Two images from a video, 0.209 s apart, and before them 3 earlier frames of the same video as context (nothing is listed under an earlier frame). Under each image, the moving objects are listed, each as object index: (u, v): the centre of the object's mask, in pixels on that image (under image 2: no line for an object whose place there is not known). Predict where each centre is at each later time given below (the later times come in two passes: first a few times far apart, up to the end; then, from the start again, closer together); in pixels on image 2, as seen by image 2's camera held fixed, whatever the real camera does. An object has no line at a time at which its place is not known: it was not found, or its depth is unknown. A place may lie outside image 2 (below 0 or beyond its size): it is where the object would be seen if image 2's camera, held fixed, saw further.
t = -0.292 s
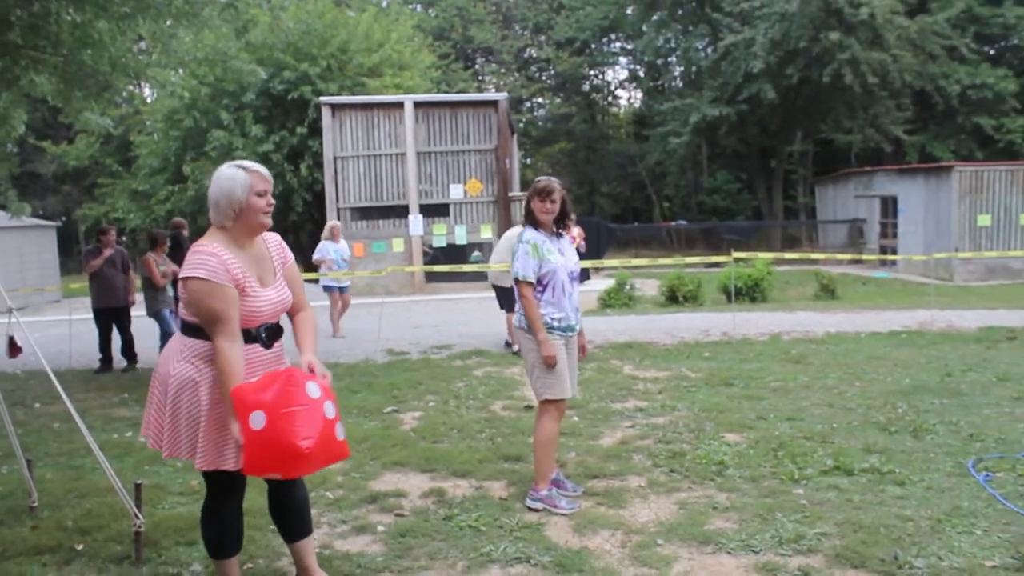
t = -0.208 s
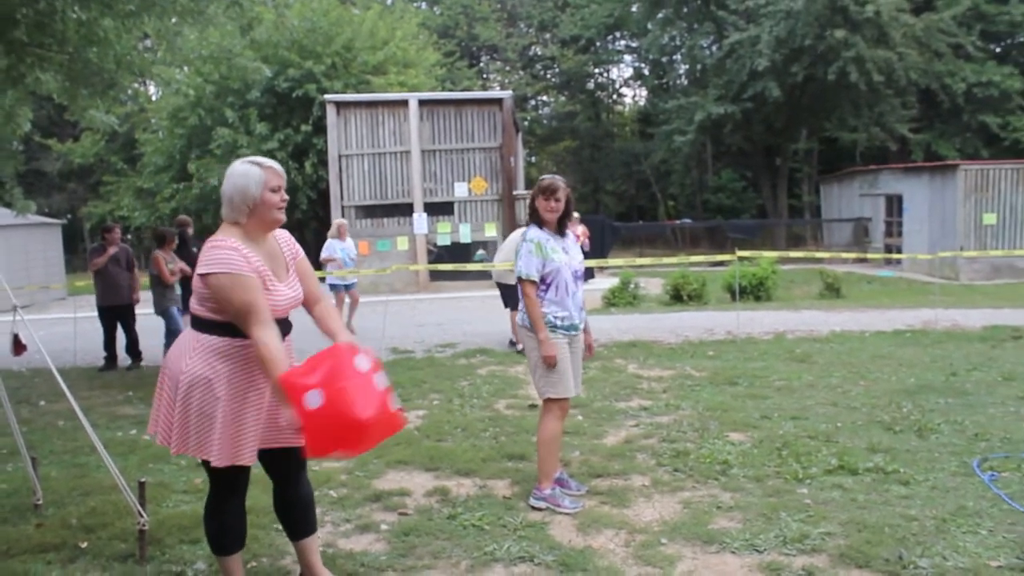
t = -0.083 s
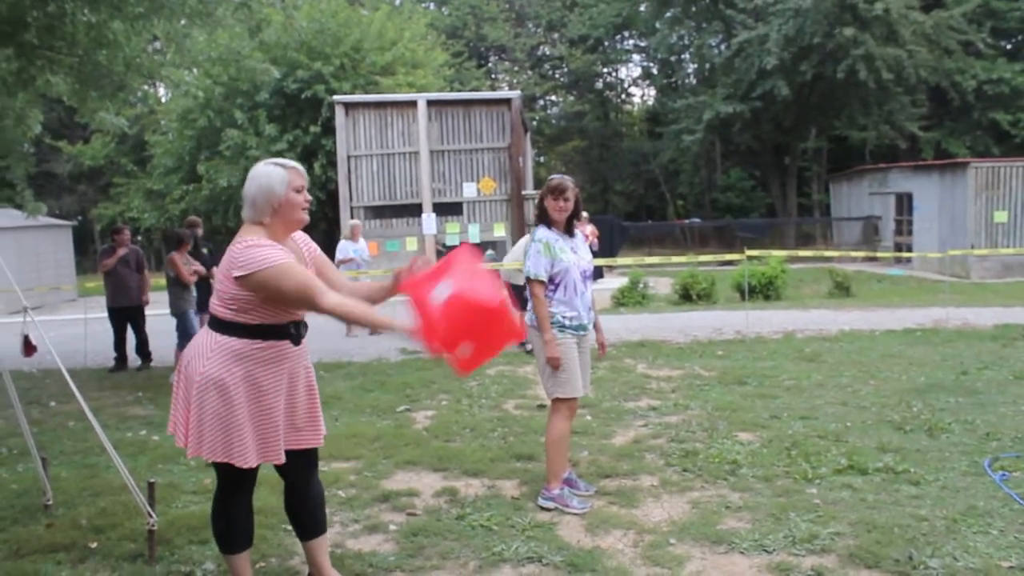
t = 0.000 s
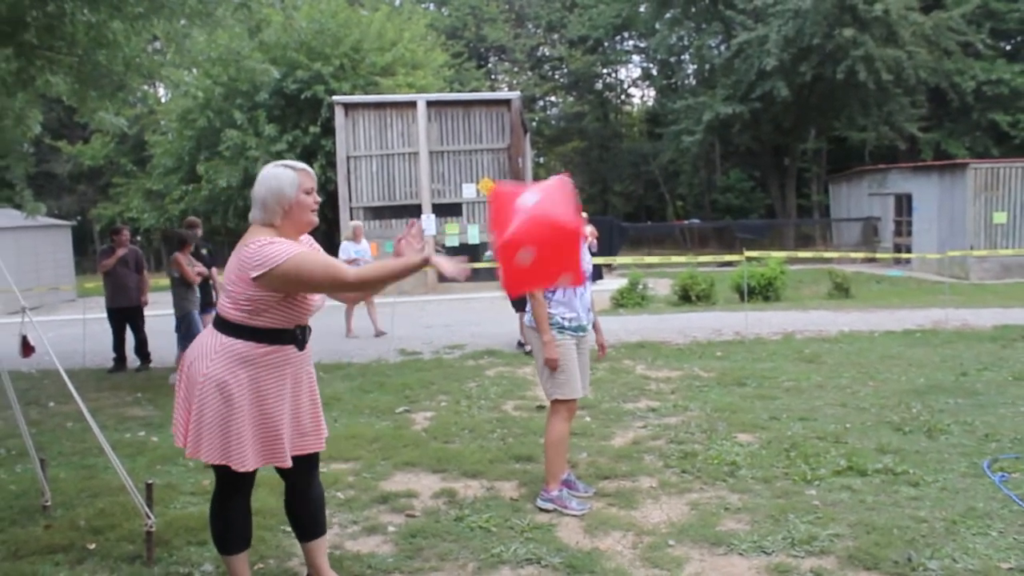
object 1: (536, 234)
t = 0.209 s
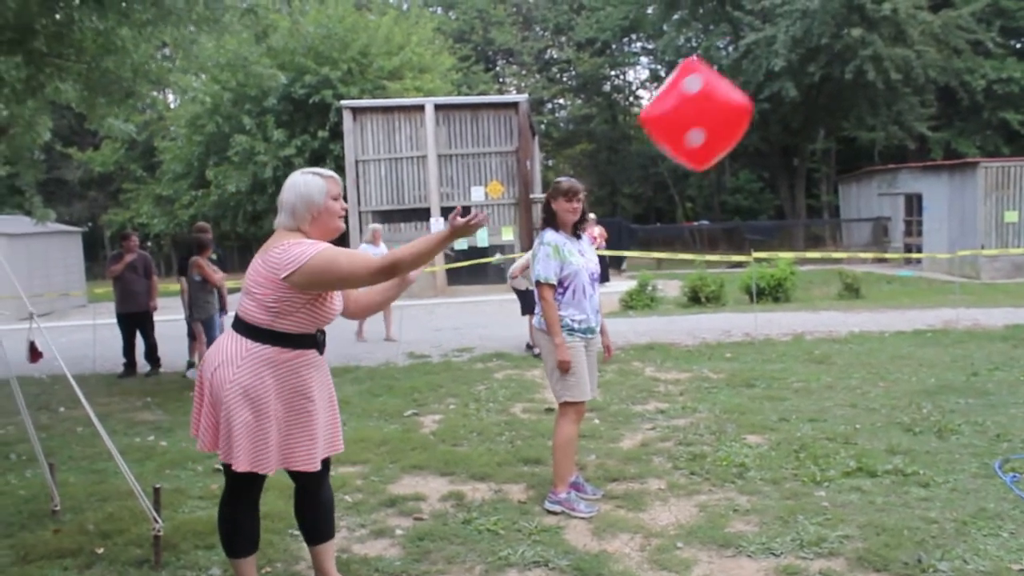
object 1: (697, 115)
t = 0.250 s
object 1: (724, 103)
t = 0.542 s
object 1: (886, 116)
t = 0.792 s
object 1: (993, 250)
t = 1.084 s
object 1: (1076, 497)
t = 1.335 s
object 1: (1068, 443)
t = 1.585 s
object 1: (1048, 466)
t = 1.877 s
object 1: (1009, 491)
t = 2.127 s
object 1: (994, 487)
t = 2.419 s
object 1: (989, 486)
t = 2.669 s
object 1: (989, 486)
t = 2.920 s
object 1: (990, 486)
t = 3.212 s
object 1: (995, 487)
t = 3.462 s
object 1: (1001, 489)
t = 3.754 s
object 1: (1021, 495)
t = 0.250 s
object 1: (724, 103)
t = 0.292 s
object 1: (748, 94)
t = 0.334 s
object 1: (773, 89)
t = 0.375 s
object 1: (797, 88)
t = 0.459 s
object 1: (842, 95)
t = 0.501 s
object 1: (864, 104)
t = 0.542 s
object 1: (886, 116)
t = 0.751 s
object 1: (976, 220)
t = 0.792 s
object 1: (993, 250)
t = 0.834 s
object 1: (1008, 282)
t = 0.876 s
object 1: (1022, 316)
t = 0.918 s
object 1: (1035, 351)
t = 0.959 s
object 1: (1047, 386)
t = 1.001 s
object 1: (1058, 422)
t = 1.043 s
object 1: (1069, 459)
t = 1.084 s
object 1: (1076, 497)
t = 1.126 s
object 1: (1075, 501)
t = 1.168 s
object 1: (1072, 484)
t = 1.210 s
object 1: (1070, 469)
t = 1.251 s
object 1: (1071, 458)
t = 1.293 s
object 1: (1071, 449)
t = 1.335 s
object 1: (1068, 443)
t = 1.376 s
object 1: (1065, 441)
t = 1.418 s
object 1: (1061, 441)
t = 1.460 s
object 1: (1058, 444)
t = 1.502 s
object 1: (1055, 448)
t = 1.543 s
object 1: (1051, 456)
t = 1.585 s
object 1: (1048, 466)
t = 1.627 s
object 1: (1044, 478)
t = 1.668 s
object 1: (1041, 494)
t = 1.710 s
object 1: (1035, 496)
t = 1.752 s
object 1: (1028, 493)
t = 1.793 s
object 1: (1021, 492)
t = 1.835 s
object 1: (1014, 492)
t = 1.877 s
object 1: (1009, 491)
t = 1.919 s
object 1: (1005, 490)
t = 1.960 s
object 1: (1002, 488)
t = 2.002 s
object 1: (999, 487)
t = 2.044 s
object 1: (997, 487)
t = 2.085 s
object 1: (995, 487)
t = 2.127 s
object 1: (994, 487)
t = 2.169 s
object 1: (993, 486)
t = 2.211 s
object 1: (992, 486)
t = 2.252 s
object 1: (991, 486)
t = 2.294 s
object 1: (990, 486)
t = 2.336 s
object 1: (990, 486)
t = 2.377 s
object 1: (990, 486)
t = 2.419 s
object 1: (989, 486)
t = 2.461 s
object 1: (989, 486)
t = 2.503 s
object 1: (989, 486)
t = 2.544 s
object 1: (989, 486)
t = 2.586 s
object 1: (989, 486)
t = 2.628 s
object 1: (989, 486)
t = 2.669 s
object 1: (989, 486)
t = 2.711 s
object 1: (989, 486)
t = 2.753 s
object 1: (989, 486)
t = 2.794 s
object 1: (989, 486)
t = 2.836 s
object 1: (990, 486)
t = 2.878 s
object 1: (990, 487)
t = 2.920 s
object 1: (990, 486)
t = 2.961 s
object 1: (991, 486)
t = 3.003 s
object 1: (991, 486)
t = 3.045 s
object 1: (991, 487)
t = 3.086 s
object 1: (992, 487)
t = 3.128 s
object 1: (993, 487)
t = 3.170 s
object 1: (994, 487)
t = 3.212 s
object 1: (995, 487)
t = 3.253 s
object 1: (995, 487)
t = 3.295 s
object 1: (996, 487)
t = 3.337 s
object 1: (997, 487)
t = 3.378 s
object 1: (999, 488)
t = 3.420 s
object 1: (1000, 488)
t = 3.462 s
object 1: (1001, 489)
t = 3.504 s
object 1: (1003, 489)
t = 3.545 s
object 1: (1005, 489)
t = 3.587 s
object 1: (1008, 490)
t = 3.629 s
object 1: (1010, 491)
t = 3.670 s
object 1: (1014, 492)
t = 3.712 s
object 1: (1017, 494)
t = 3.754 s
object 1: (1021, 495)
